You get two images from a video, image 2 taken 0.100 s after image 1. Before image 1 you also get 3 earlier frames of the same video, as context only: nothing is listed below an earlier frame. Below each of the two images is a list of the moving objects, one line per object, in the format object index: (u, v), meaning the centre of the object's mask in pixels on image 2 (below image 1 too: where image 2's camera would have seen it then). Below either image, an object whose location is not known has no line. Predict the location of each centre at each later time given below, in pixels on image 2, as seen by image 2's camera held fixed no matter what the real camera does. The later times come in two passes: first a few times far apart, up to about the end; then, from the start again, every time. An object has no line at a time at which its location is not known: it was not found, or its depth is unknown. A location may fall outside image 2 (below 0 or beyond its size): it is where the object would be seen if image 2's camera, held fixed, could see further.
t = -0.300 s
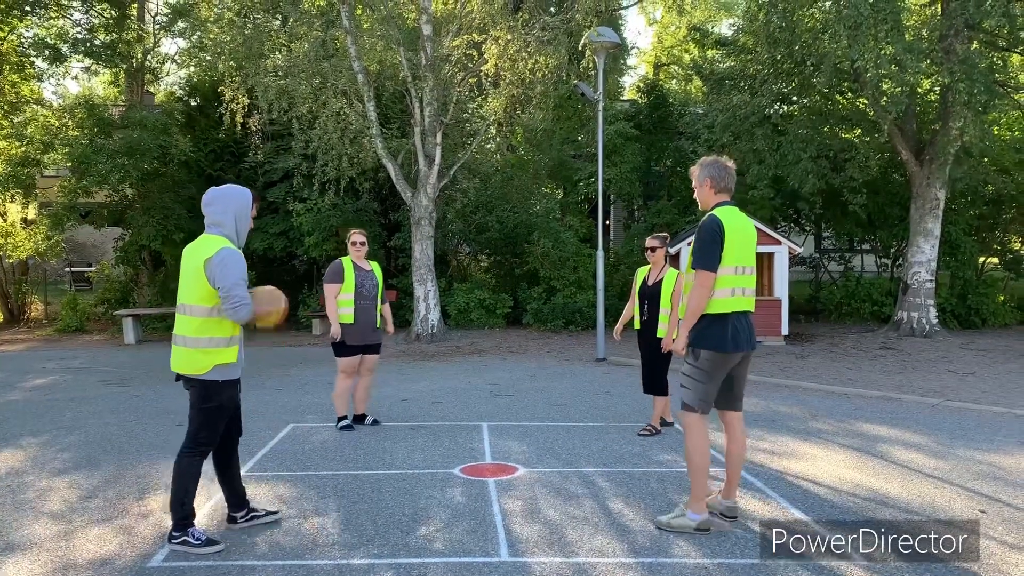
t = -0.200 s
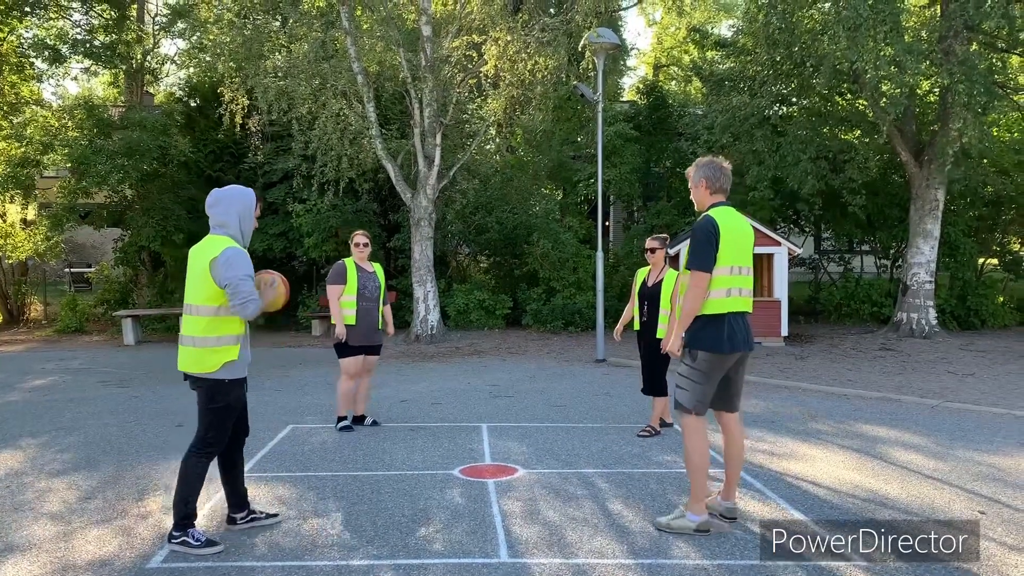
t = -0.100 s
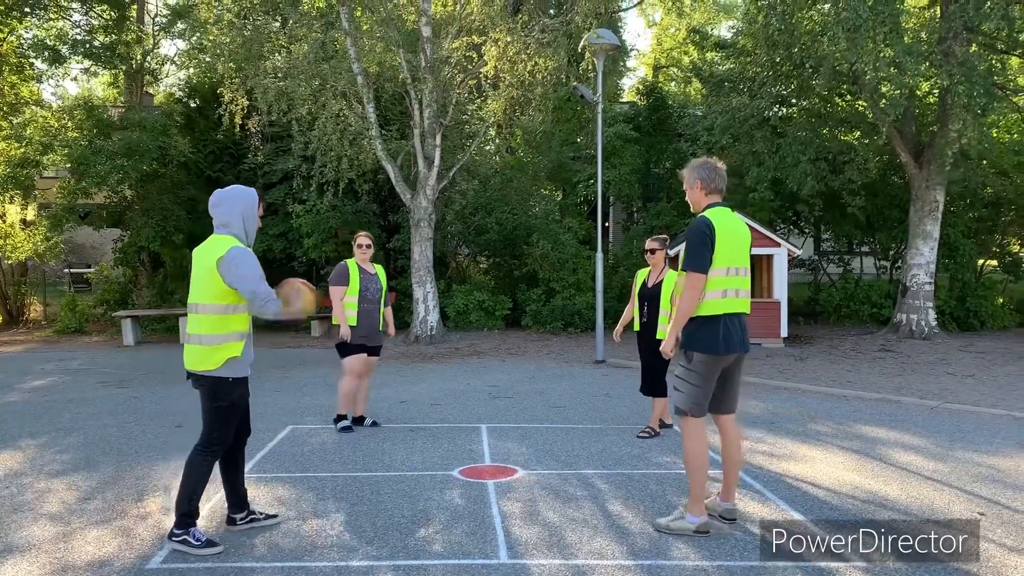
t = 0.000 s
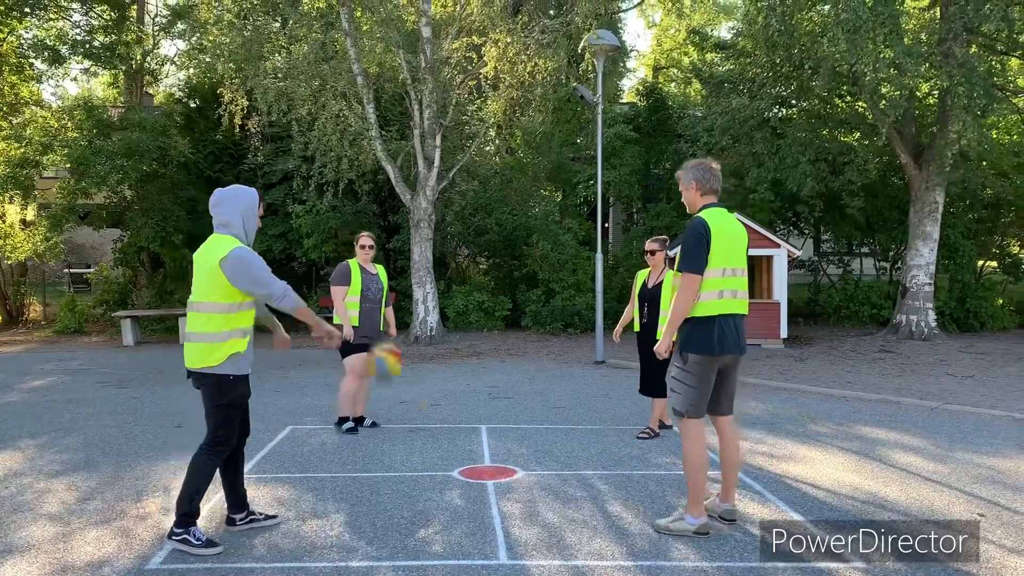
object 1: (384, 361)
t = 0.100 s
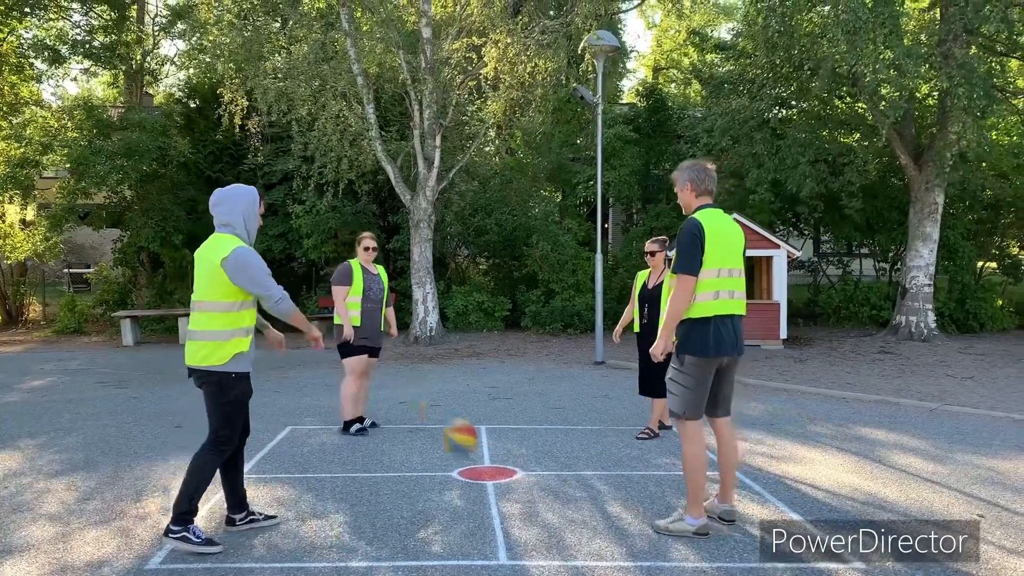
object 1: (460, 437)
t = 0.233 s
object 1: (513, 394)
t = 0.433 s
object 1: (567, 302)
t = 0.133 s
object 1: (482, 463)
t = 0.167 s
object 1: (494, 443)
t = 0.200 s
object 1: (503, 418)
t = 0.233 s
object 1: (513, 394)
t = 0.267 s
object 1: (523, 375)
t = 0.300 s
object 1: (532, 357)
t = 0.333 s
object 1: (542, 339)
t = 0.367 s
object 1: (550, 325)
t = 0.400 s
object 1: (559, 313)
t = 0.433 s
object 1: (567, 302)
